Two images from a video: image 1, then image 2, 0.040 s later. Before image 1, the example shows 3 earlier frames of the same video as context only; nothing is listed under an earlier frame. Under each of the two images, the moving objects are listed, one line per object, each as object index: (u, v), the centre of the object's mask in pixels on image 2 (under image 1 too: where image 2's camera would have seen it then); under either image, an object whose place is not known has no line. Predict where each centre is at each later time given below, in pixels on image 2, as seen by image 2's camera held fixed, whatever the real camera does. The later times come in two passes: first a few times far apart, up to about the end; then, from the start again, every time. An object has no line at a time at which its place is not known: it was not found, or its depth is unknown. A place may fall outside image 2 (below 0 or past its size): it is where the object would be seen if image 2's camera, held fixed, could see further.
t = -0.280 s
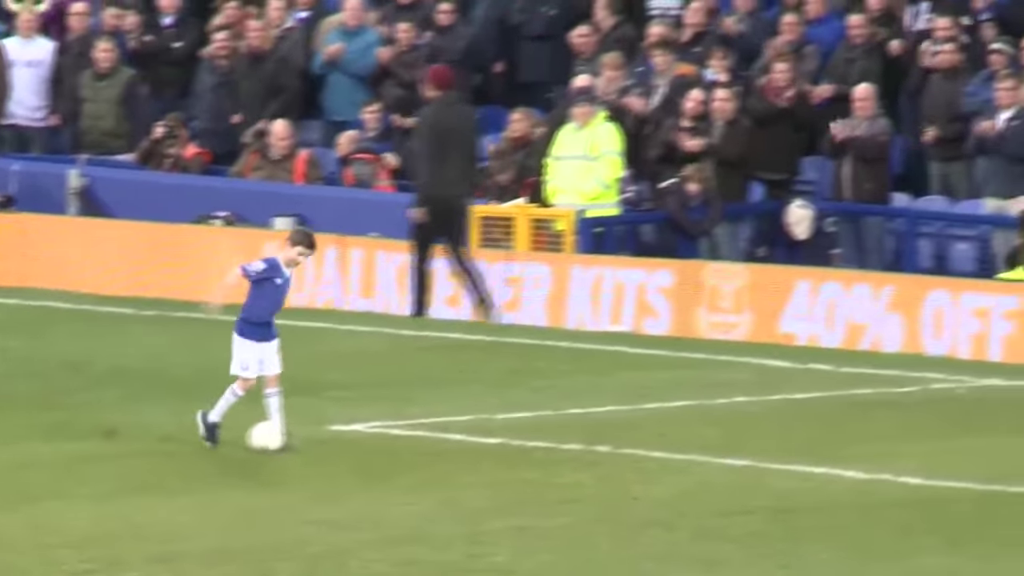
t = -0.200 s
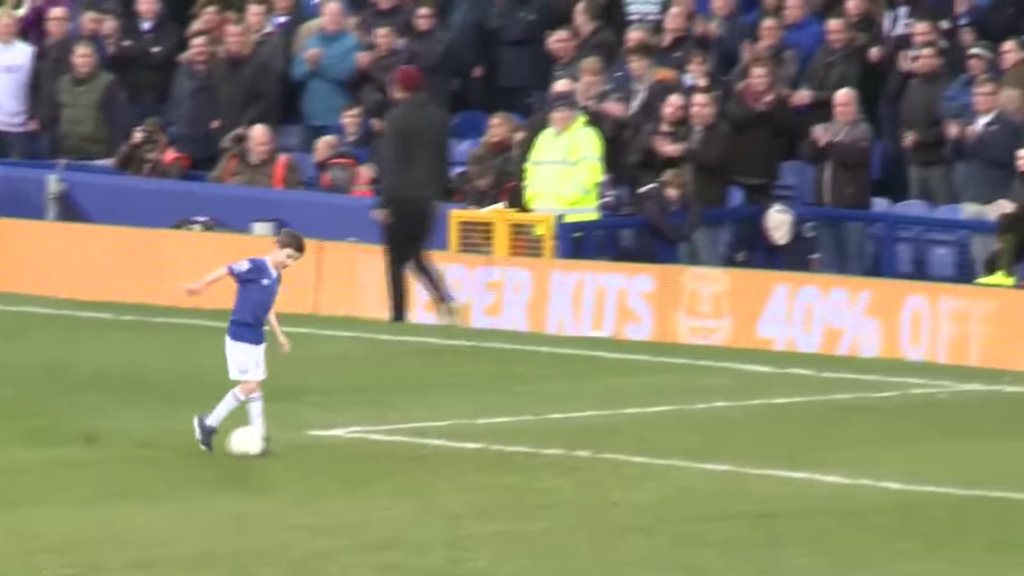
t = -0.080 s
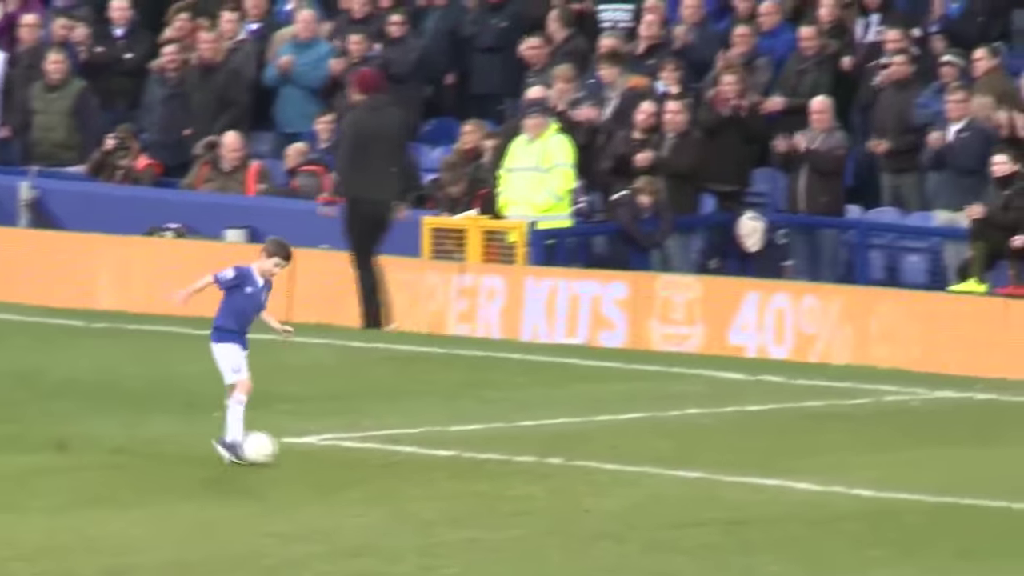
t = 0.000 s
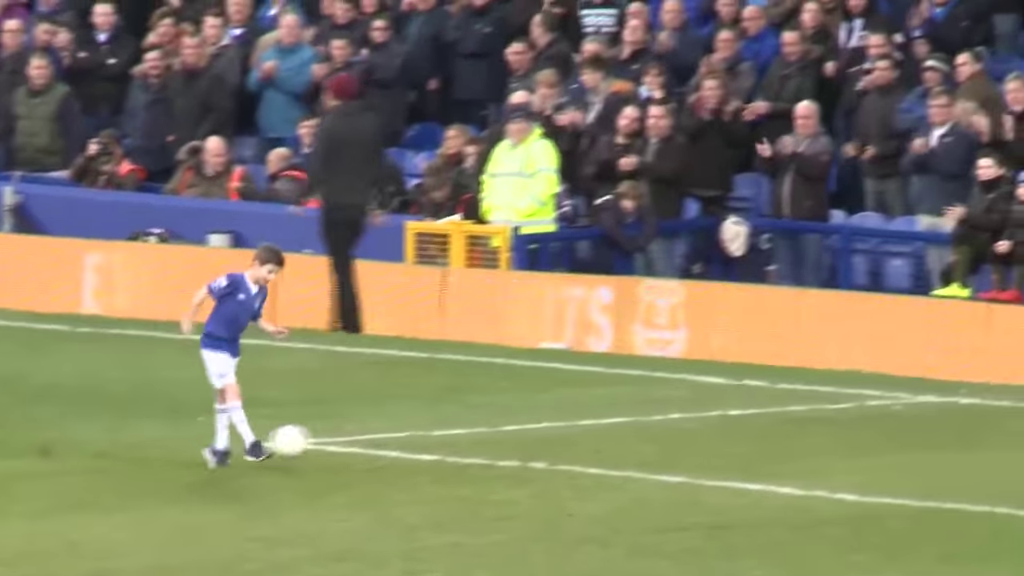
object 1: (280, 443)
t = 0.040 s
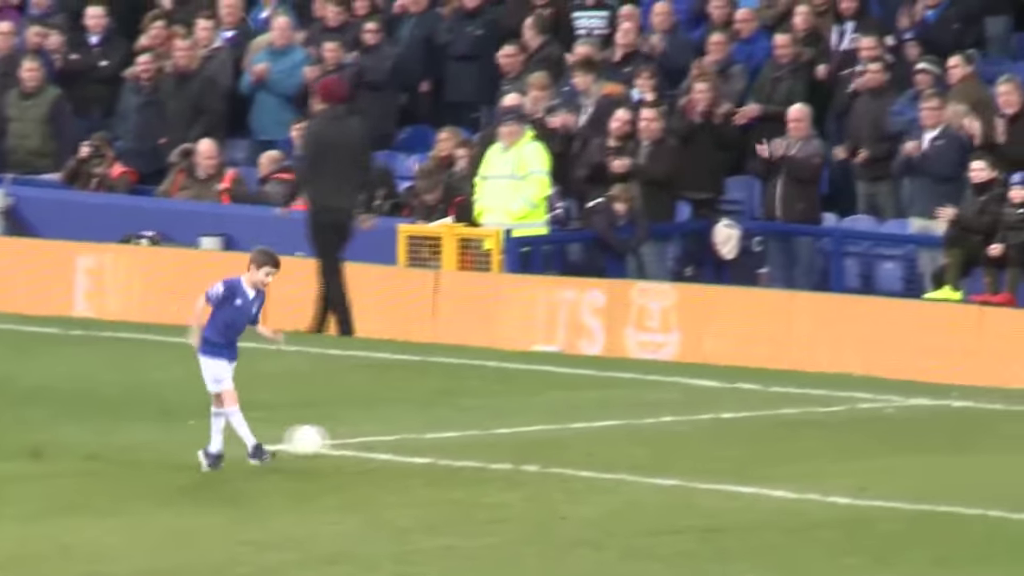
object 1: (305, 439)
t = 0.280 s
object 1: (447, 454)
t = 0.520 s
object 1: (553, 461)
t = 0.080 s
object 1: (331, 438)
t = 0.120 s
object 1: (355, 440)
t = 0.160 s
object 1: (380, 445)
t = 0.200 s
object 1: (405, 453)
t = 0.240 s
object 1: (428, 458)
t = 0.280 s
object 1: (447, 454)
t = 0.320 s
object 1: (466, 450)
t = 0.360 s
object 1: (484, 449)
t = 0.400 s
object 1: (502, 451)
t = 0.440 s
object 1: (520, 454)
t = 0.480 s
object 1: (538, 460)
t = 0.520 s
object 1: (553, 461)
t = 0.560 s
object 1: (567, 459)
